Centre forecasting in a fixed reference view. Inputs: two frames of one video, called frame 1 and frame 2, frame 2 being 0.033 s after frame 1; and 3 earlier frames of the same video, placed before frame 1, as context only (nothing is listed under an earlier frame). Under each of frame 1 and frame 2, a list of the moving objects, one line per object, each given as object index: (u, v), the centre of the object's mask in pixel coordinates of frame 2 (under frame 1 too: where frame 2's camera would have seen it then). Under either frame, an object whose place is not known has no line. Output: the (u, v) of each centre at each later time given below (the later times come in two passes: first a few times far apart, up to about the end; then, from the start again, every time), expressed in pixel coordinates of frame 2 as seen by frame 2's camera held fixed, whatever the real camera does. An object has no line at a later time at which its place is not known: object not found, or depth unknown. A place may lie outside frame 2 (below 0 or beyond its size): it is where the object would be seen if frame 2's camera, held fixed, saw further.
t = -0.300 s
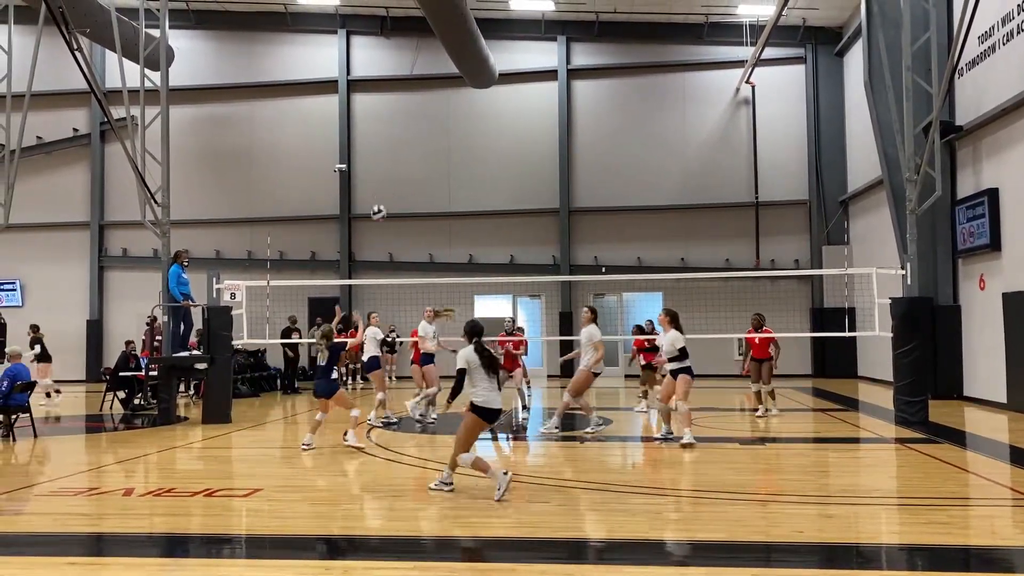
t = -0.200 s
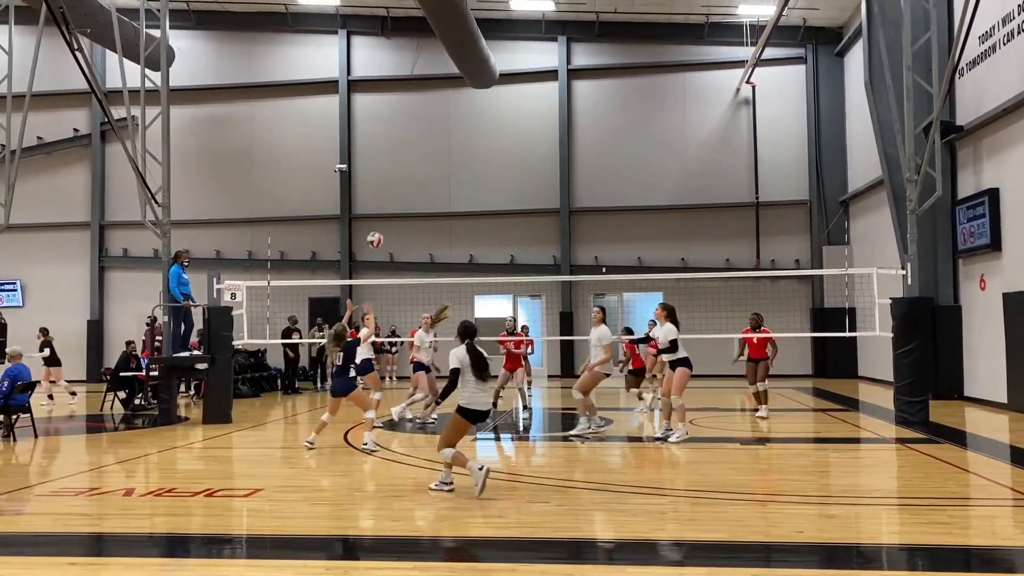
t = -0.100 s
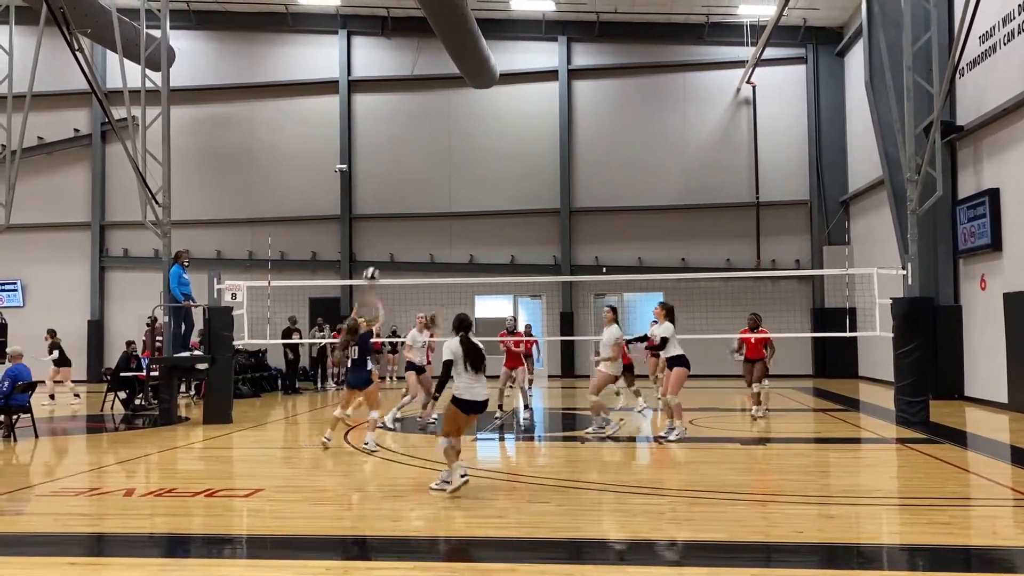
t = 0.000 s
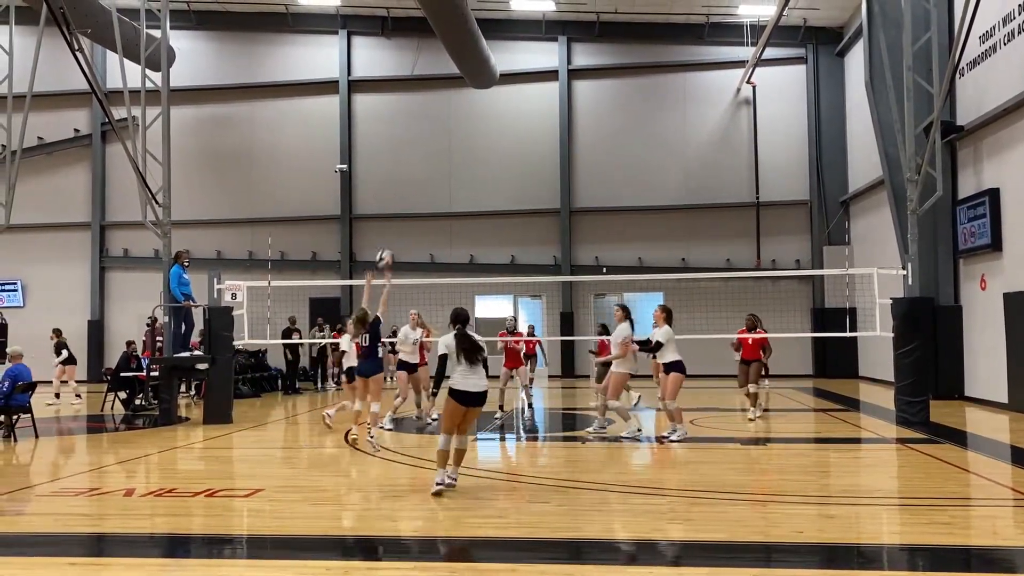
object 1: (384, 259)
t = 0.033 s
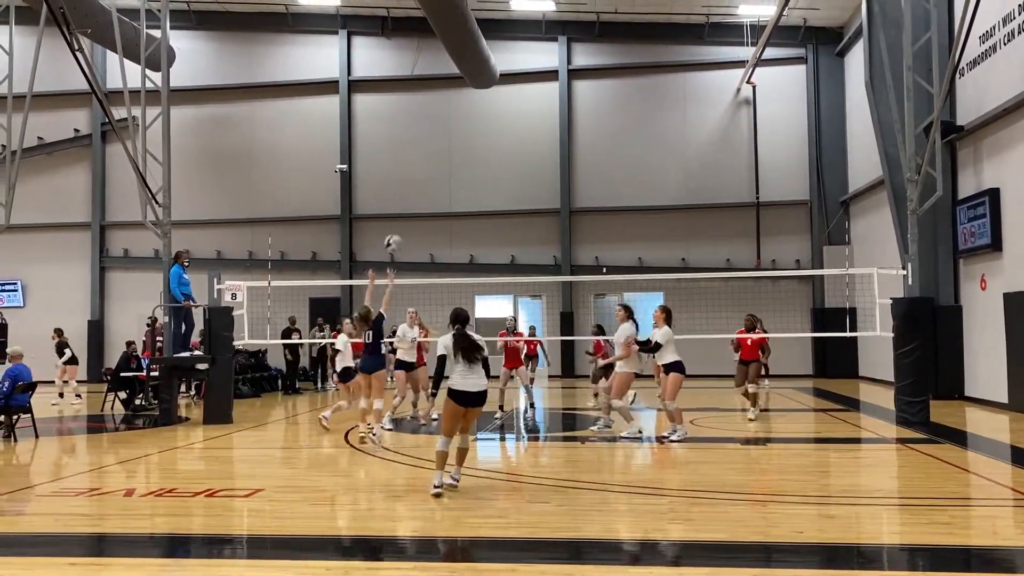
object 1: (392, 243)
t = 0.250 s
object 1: (445, 164)
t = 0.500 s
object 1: (498, 124)
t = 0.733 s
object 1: (547, 127)
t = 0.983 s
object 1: (595, 172)
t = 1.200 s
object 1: (635, 243)
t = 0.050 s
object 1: (397, 235)
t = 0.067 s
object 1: (400, 228)
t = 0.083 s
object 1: (405, 221)
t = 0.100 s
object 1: (409, 213)
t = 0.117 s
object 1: (413, 208)
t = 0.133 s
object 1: (417, 201)
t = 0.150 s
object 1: (422, 195)
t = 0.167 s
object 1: (426, 189)
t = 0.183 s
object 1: (429, 185)
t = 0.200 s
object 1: (433, 180)
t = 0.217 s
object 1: (436, 174)
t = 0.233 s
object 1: (442, 170)
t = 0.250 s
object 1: (445, 164)
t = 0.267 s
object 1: (448, 160)
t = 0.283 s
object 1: (452, 156)
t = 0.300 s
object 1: (455, 153)
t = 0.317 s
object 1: (459, 150)
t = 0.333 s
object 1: (463, 146)
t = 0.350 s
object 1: (467, 143)
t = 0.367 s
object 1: (470, 140)
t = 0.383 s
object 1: (475, 137)
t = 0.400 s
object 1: (477, 135)
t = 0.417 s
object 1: (481, 133)
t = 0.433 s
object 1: (486, 130)
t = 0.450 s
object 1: (489, 127)
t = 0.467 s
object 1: (492, 126)
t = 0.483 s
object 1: (495, 125)
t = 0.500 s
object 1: (498, 124)
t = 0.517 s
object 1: (502, 123)
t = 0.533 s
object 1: (506, 121)
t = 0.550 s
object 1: (510, 121)
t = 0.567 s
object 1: (513, 121)
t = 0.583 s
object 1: (516, 120)
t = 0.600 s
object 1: (521, 120)
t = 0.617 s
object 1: (524, 120)
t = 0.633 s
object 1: (527, 121)
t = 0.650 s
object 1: (530, 121)
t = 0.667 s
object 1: (533, 122)
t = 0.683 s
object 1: (537, 124)
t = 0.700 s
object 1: (540, 125)
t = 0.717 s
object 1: (543, 126)
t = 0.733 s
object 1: (547, 127)
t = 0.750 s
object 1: (550, 129)
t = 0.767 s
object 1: (554, 130)
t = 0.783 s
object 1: (557, 132)
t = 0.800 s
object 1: (561, 134)
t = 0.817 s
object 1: (564, 137)
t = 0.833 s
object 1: (567, 140)
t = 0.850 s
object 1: (571, 143)
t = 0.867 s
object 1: (574, 145)
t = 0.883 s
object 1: (577, 148)
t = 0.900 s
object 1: (580, 152)
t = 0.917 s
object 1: (582, 155)
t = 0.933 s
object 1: (586, 159)
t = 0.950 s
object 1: (589, 163)
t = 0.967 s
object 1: (592, 168)
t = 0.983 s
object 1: (595, 172)
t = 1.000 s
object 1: (599, 176)
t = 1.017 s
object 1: (602, 181)
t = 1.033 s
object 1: (605, 187)
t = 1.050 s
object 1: (608, 192)
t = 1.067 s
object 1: (610, 197)
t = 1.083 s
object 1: (614, 202)
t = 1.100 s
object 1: (618, 207)
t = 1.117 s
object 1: (620, 212)
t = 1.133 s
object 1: (623, 218)
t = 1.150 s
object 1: (626, 225)
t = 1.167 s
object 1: (629, 230)
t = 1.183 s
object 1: (632, 236)
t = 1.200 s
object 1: (635, 243)
